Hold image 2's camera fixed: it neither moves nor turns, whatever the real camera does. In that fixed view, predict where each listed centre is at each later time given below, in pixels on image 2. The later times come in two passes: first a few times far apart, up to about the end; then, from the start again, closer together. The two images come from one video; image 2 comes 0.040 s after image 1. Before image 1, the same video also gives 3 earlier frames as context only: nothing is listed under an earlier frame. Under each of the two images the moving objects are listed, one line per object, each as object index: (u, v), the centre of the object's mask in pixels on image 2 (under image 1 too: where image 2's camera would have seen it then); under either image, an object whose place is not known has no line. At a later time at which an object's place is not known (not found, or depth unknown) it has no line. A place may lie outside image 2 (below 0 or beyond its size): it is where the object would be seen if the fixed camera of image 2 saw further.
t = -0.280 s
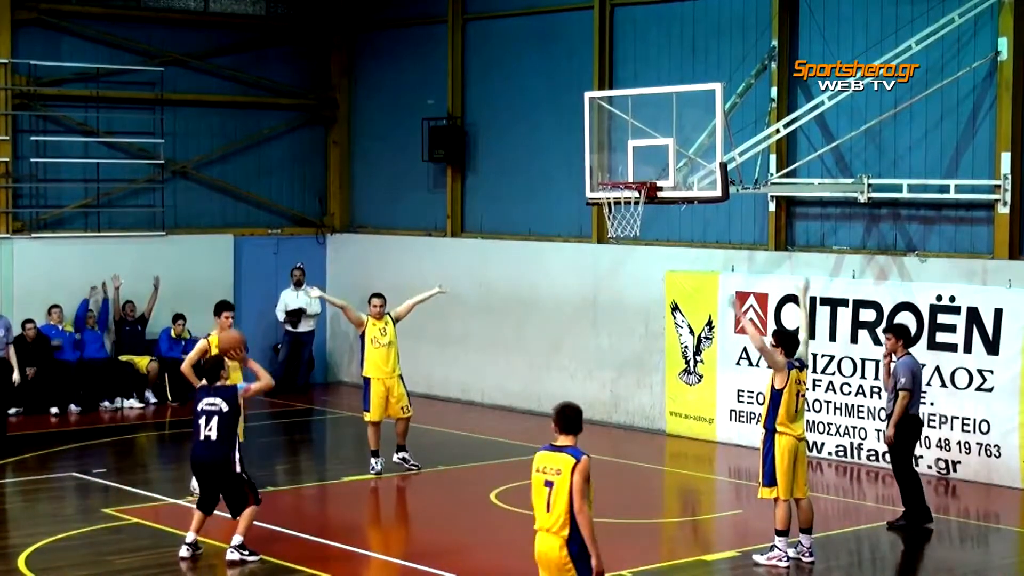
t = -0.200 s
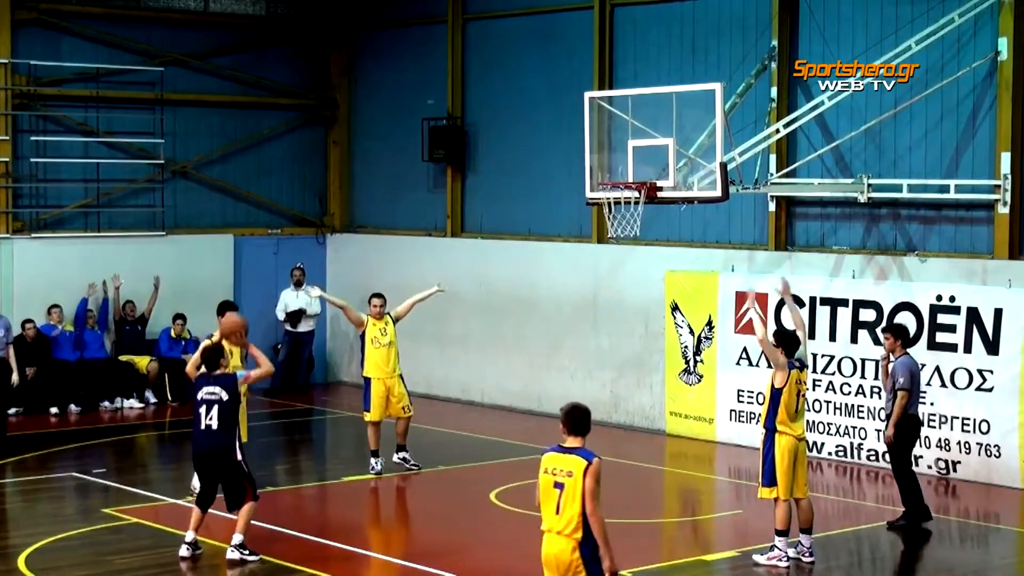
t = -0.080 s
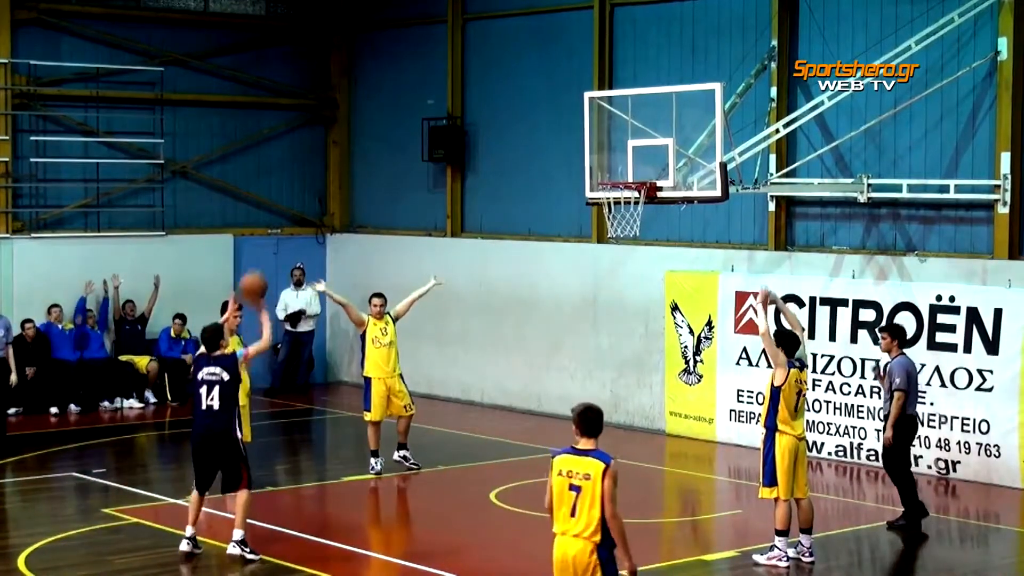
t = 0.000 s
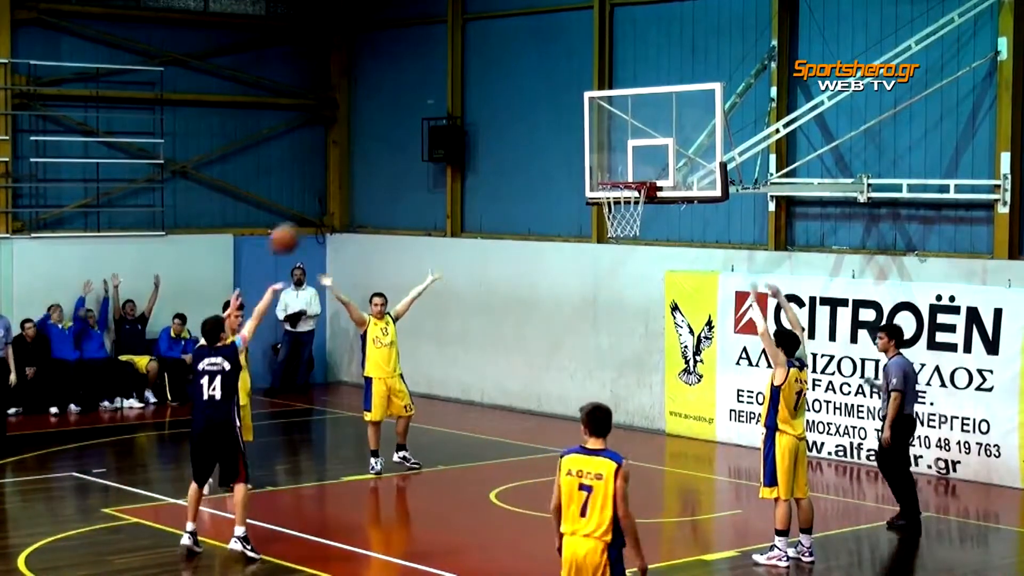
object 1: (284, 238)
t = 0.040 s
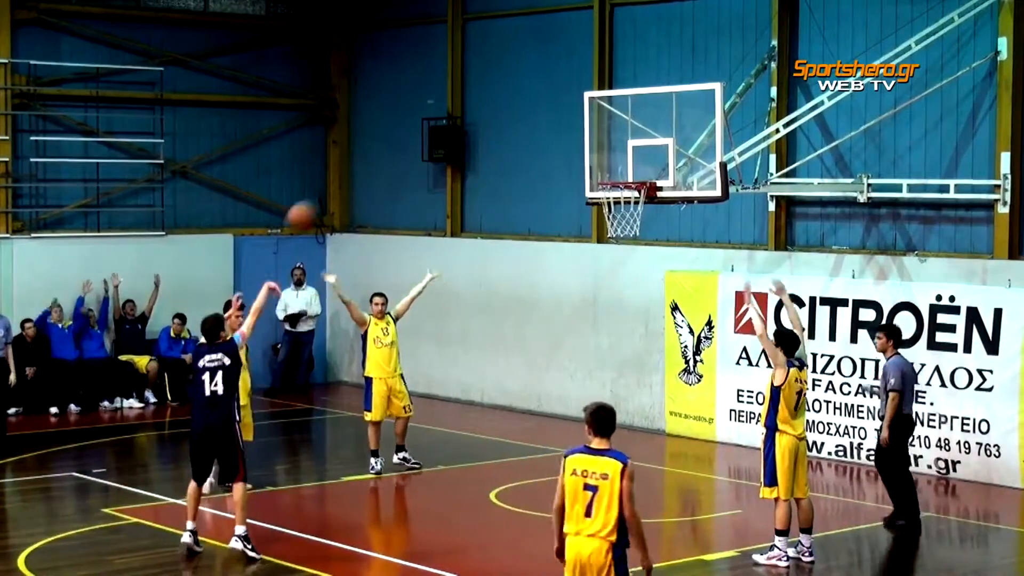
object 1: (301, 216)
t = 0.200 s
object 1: (368, 150)
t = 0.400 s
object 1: (447, 109)
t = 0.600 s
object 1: (521, 114)
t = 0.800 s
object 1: (591, 161)
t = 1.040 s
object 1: (585, 153)
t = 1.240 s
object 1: (560, 170)
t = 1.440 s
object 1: (535, 232)
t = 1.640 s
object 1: (508, 344)
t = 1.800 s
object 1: (487, 470)
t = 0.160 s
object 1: (352, 163)
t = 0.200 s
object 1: (368, 150)
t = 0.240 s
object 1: (385, 138)
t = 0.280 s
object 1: (400, 128)
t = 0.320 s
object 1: (416, 120)
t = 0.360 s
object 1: (431, 113)
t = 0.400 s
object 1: (447, 109)
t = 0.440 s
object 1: (462, 106)
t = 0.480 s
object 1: (477, 106)
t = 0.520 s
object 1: (492, 107)
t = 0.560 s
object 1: (506, 110)
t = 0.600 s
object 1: (521, 114)
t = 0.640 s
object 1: (536, 119)
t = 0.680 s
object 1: (550, 126)
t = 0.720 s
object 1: (563, 136)
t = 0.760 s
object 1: (576, 147)
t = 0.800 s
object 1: (591, 161)
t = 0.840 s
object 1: (604, 175)
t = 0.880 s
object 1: (603, 172)
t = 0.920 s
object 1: (598, 164)
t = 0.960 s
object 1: (593, 159)
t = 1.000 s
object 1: (589, 155)
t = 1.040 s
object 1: (585, 153)
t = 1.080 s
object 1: (580, 153)
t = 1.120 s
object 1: (575, 155)
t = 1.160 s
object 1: (569, 158)
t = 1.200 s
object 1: (565, 163)
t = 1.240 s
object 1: (560, 170)
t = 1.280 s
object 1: (555, 179)
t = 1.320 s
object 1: (551, 190)
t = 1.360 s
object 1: (545, 202)
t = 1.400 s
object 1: (540, 216)
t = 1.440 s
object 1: (535, 232)
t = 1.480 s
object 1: (530, 252)
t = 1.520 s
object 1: (525, 271)
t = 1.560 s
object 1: (519, 294)
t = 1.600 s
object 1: (514, 319)
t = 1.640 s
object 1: (508, 344)
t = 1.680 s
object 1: (503, 372)
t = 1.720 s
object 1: (498, 401)
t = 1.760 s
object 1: (494, 435)
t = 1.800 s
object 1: (487, 470)
